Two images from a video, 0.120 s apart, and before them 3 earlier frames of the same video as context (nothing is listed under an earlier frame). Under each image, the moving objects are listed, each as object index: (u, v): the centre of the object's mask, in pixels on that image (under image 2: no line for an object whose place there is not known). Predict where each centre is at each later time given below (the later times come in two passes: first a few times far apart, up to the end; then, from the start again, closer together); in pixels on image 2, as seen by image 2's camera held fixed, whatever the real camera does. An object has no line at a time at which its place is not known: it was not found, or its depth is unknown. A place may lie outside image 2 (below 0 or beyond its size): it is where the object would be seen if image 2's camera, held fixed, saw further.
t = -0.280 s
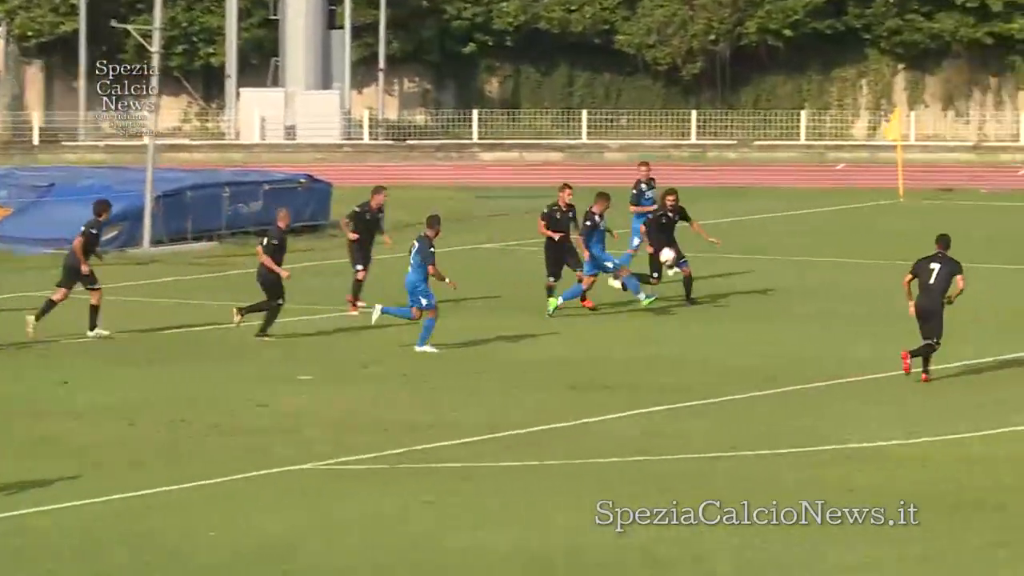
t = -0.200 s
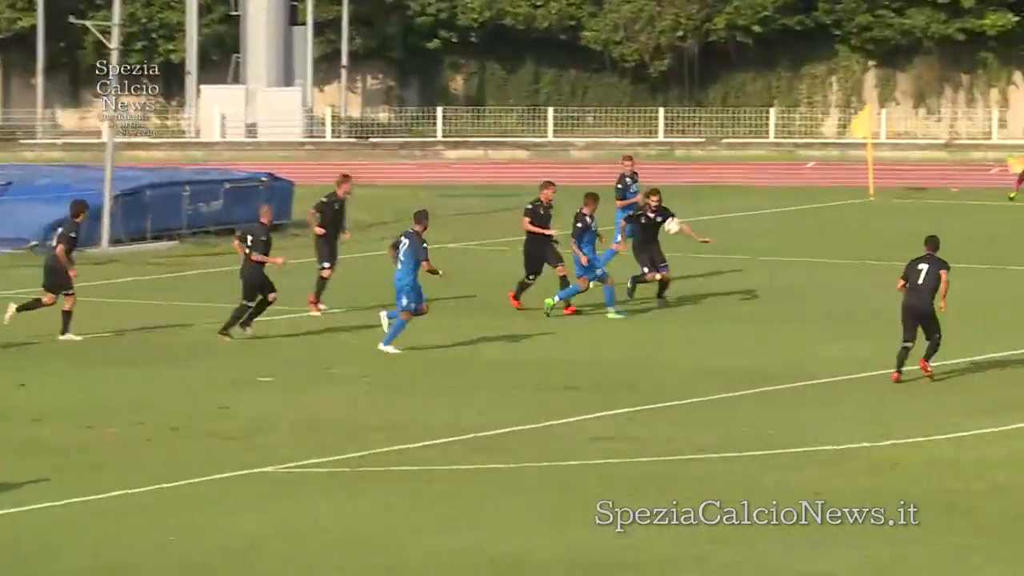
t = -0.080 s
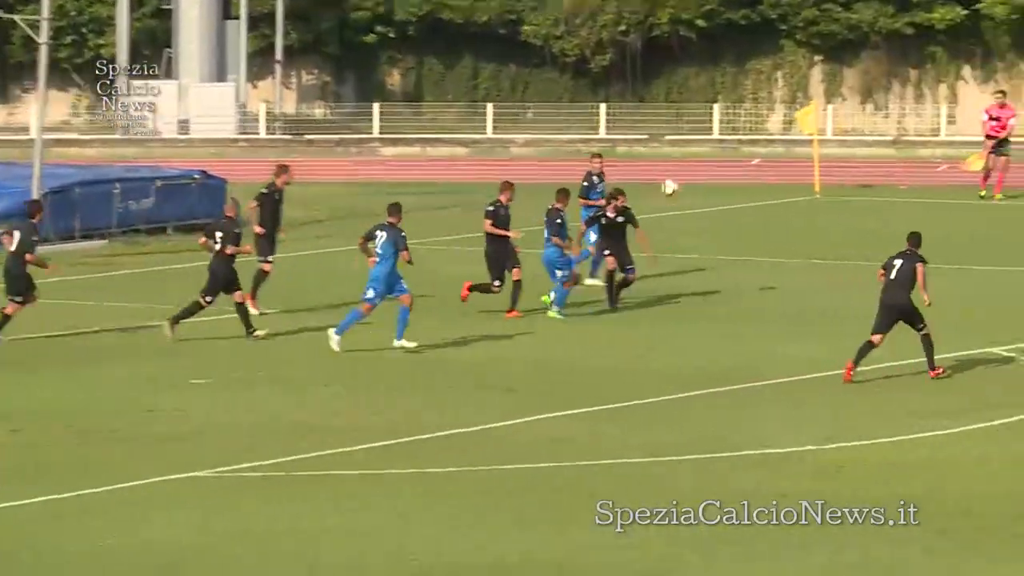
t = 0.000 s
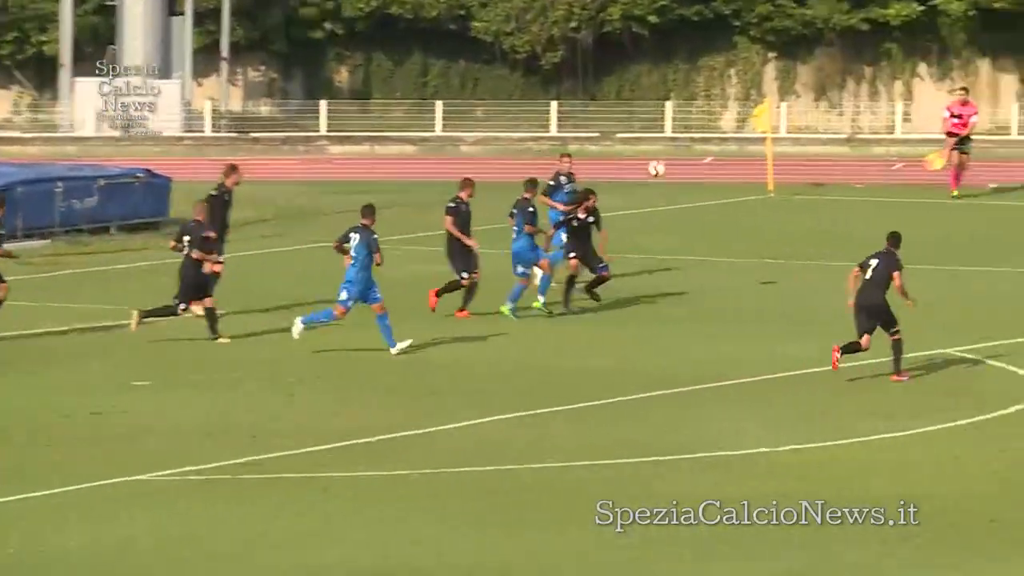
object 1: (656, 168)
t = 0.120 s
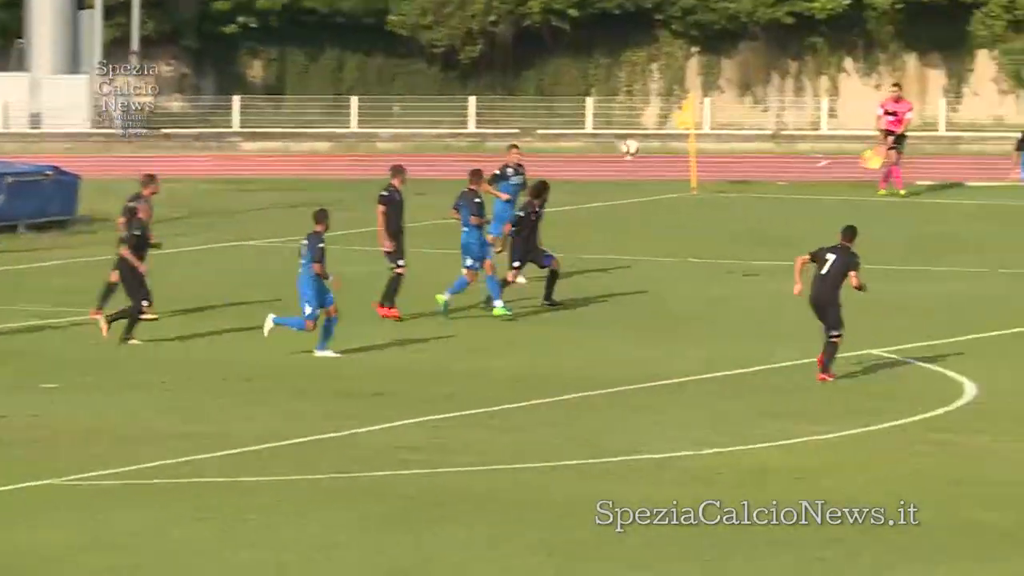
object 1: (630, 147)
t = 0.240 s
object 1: (679, 140)
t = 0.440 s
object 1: (754, 153)
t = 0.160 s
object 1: (647, 144)
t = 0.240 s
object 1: (679, 140)
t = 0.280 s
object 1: (695, 141)
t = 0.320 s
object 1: (712, 142)
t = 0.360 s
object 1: (728, 144)
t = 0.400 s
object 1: (740, 148)
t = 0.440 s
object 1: (754, 153)
